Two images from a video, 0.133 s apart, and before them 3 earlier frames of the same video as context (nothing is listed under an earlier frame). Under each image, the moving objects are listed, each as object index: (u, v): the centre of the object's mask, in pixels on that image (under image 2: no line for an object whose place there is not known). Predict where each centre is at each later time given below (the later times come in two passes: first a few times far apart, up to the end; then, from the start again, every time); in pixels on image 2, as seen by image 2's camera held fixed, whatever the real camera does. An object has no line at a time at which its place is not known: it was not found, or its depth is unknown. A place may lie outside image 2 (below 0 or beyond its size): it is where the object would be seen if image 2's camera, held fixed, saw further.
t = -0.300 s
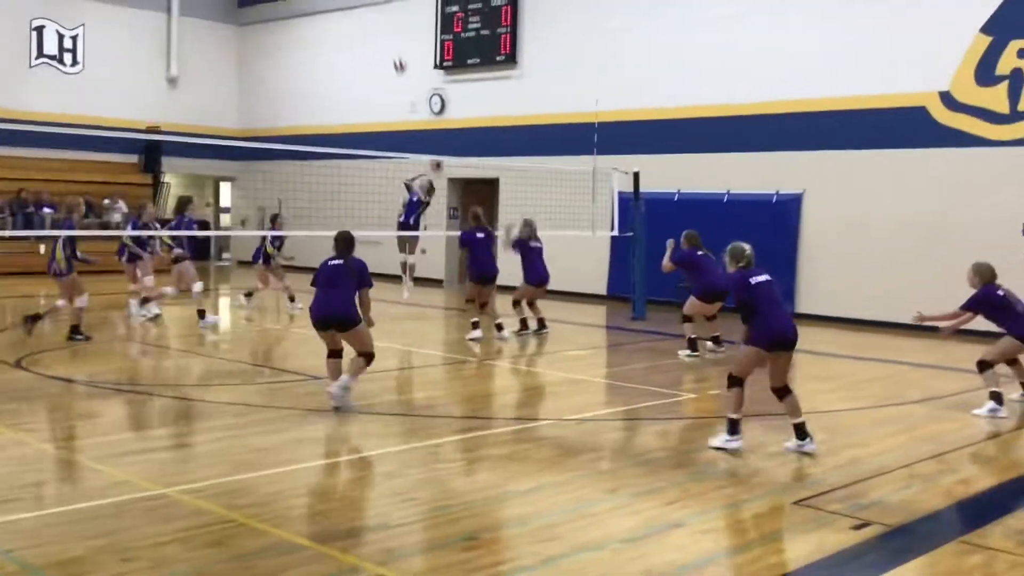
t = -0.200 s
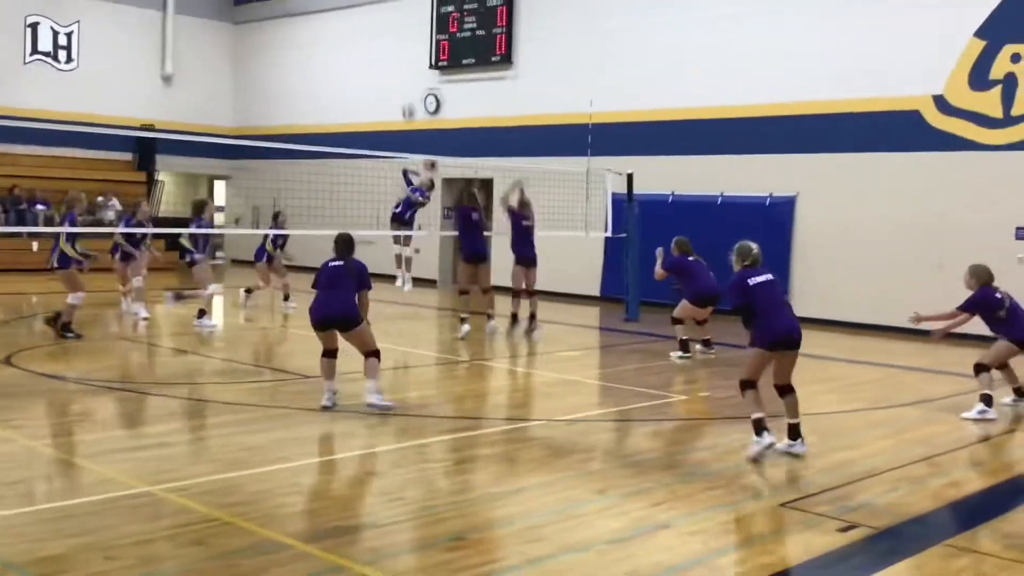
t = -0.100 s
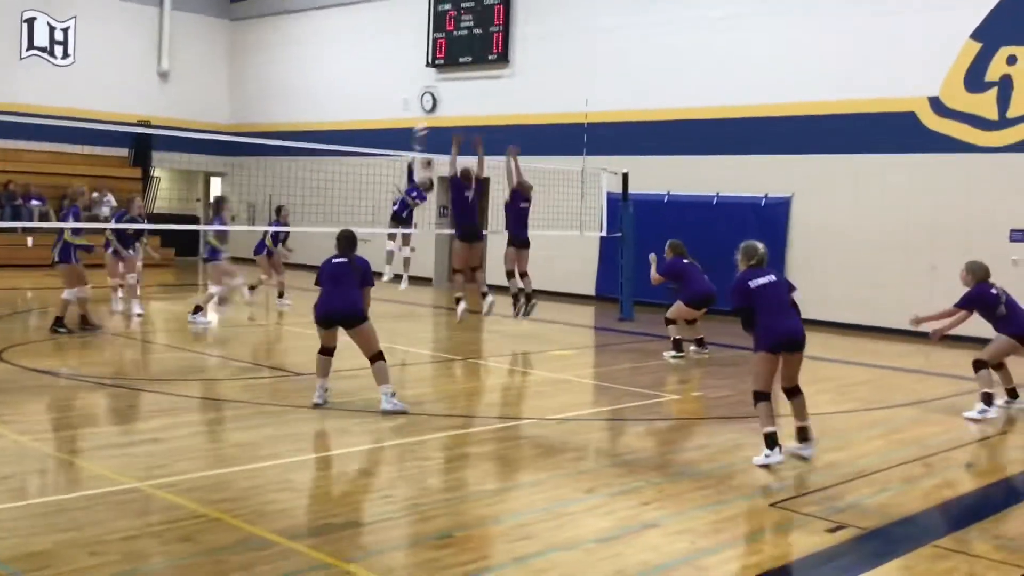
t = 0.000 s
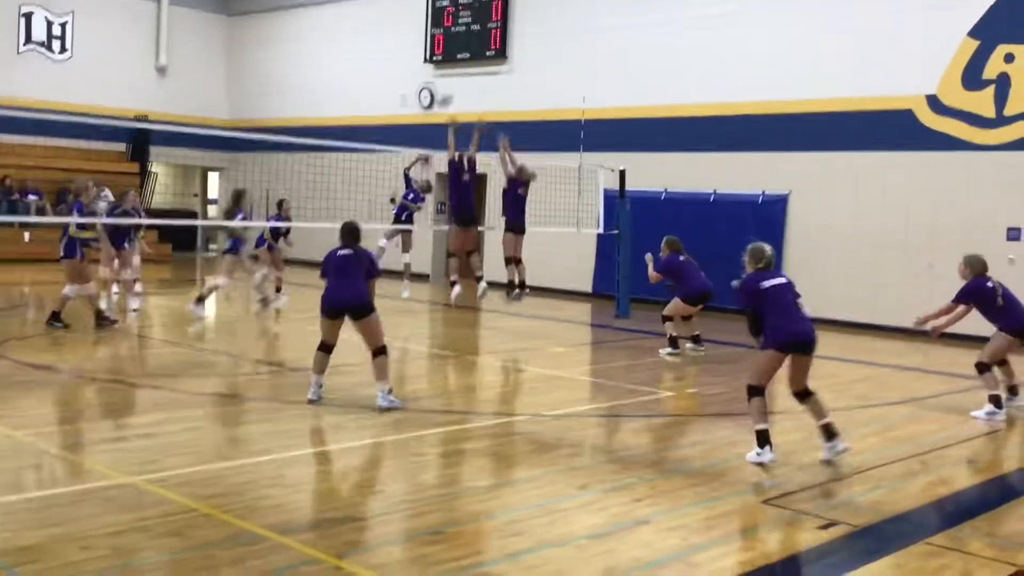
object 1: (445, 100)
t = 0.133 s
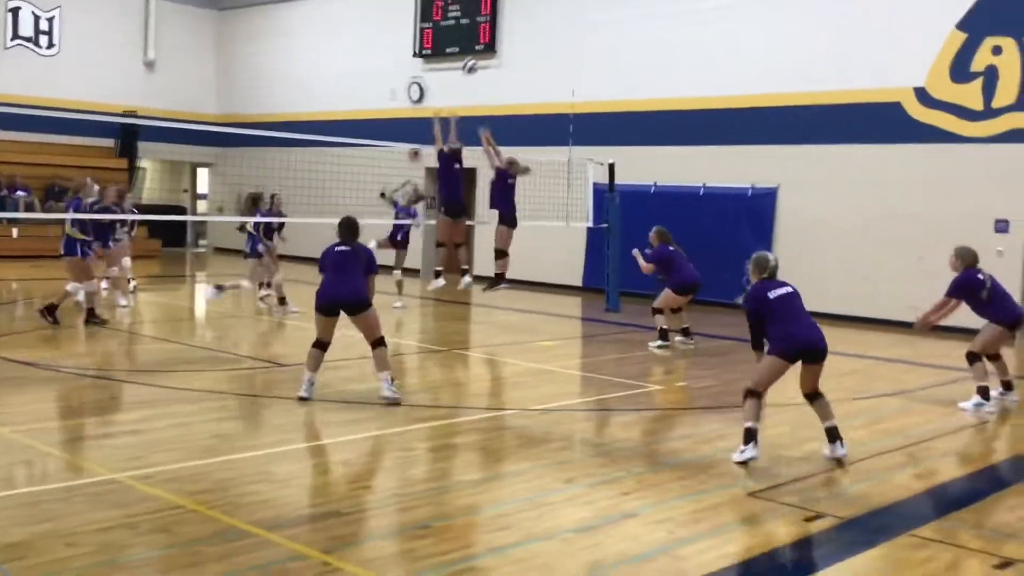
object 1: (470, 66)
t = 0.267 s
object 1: (510, 51)
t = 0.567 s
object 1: (612, 71)
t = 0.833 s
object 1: (722, 170)
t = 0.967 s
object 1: (781, 254)
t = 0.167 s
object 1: (480, 60)
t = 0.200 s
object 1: (489, 55)
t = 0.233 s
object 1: (499, 53)
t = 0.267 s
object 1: (510, 51)
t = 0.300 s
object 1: (520, 49)
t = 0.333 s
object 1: (530, 49)
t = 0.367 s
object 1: (541, 49)
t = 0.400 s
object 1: (553, 50)
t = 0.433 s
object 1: (564, 52)
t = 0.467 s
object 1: (575, 55)
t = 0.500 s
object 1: (587, 59)
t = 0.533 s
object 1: (599, 65)
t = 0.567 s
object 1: (612, 71)
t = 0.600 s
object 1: (624, 79)
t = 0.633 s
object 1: (637, 88)
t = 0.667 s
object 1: (651, 98)
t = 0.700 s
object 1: (665, 109)
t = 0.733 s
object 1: (679, 122)
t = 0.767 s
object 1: (692, 135)
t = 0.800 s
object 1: (706, 151)
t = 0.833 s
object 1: (722, 170)
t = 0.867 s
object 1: (735, 191)
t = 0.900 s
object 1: (751, 210)
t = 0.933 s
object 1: (763, 231)
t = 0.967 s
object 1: (781, 254)
